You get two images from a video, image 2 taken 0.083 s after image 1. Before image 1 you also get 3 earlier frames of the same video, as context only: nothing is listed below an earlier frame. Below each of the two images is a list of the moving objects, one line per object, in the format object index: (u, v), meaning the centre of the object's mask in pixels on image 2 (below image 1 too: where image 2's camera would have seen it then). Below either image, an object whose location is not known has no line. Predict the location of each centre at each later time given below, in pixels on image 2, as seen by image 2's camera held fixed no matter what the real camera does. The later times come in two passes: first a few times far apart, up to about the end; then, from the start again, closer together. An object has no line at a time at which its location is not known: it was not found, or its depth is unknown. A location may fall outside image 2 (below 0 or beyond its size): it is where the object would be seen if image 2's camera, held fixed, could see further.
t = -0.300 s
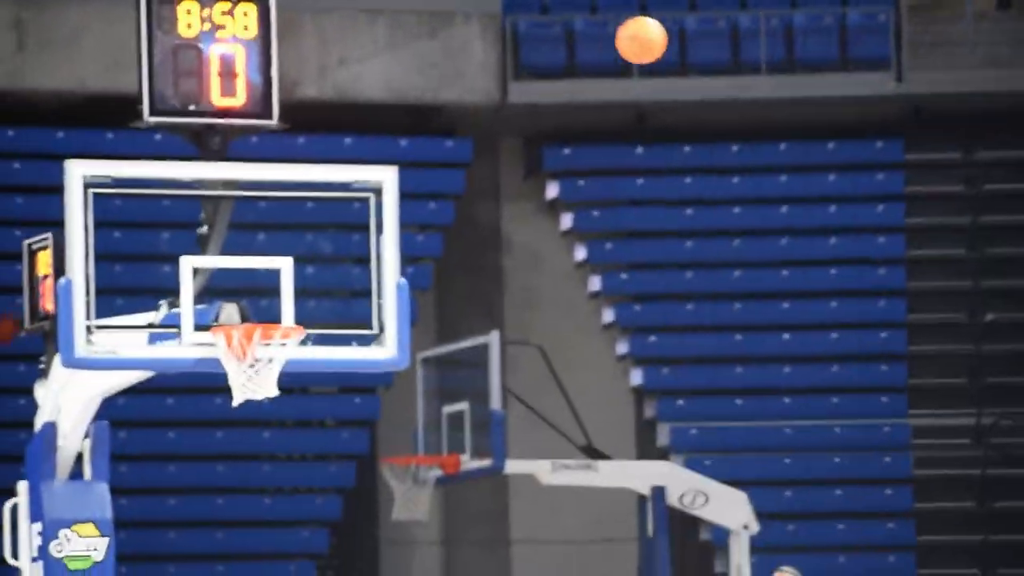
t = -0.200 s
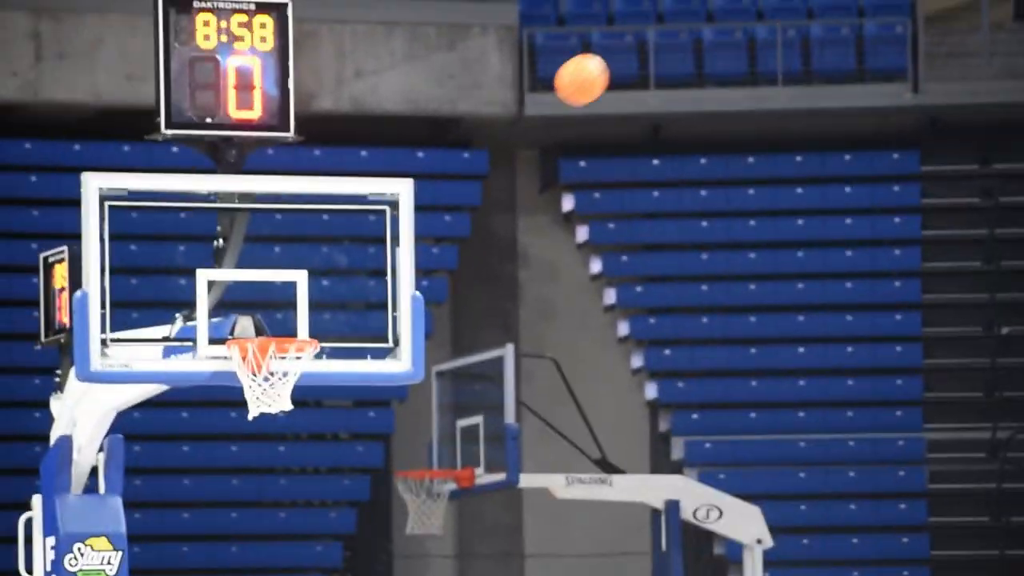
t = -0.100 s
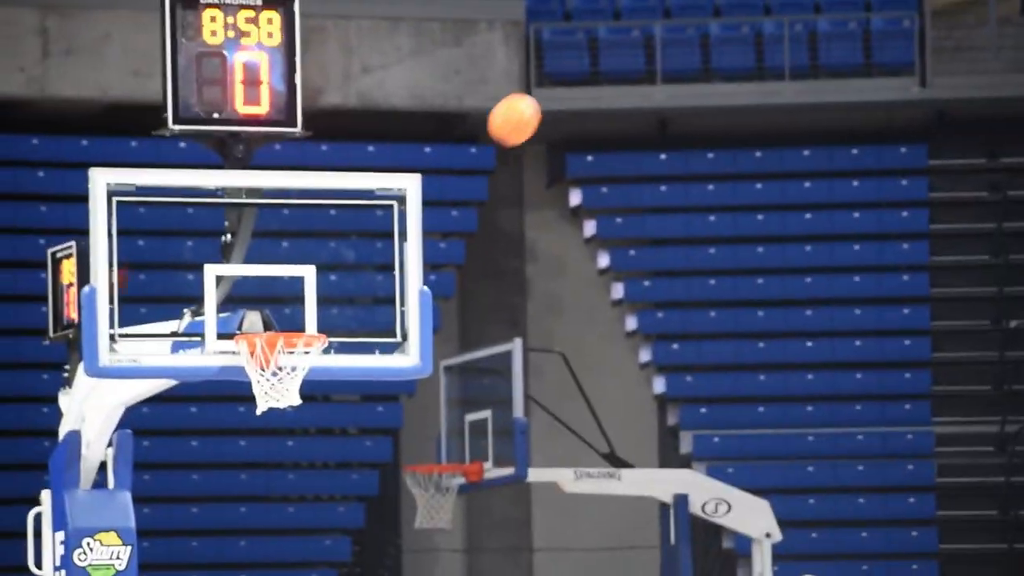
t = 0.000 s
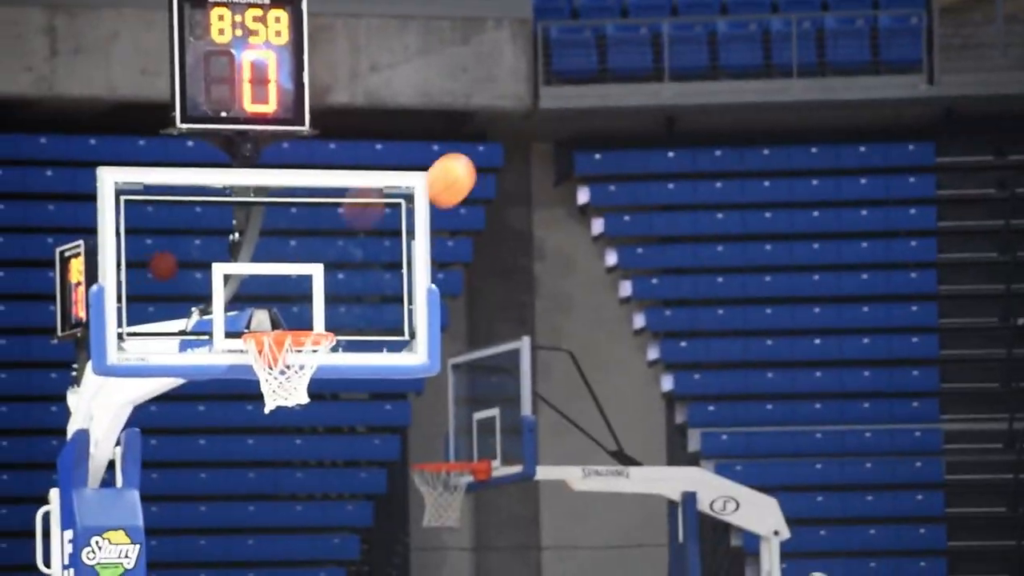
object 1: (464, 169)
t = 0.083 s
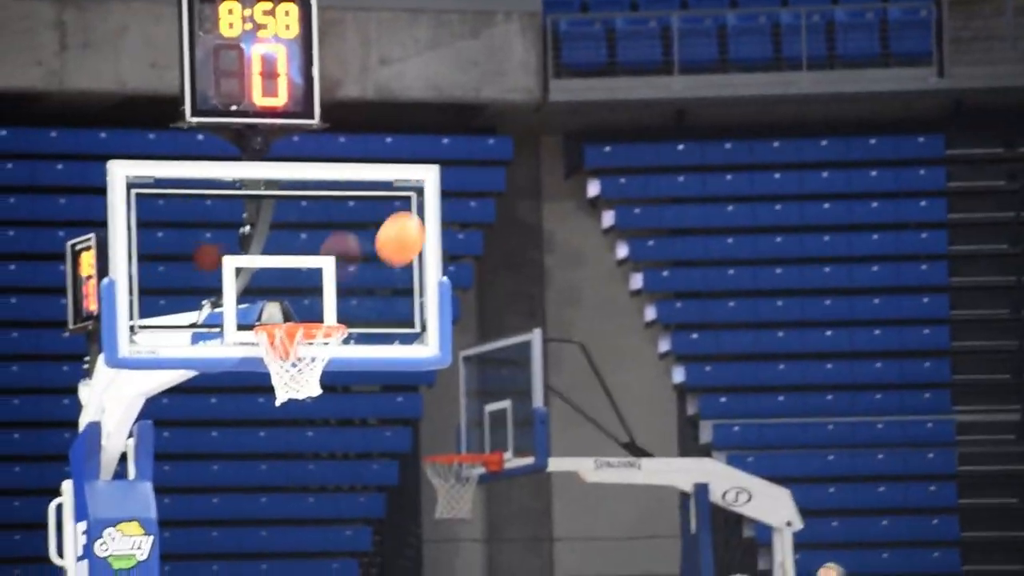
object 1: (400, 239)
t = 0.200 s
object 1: (353, 298)
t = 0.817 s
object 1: (479, 300)
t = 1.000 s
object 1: (521, 430)
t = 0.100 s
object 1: (389, 255)
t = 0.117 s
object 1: (378, 271)
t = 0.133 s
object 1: (368, 286)
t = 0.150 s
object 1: (359, 301)
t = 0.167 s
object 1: (350, 312)
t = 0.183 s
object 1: (351, 305)
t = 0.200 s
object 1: (353, 298)
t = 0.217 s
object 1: (354, 290)
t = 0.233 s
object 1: (356, 283)
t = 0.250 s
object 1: (358, 276)
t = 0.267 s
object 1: (360, 270)
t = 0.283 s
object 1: (361, 264)
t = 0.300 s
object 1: (363, 259)
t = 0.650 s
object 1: (440, 239)
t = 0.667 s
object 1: (444, 242)
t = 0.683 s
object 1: (448, 246)
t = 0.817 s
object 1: (479, 300)
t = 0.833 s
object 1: (482, 309)
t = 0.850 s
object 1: (486, 318)
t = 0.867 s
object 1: (489, 328)
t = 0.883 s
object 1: (493, 339)
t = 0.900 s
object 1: (497, 350)
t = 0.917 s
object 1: (501, 362)
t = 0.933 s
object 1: (505, 375)
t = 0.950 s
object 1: (509, 387)
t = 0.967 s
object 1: (514, 402)
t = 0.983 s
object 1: (517, 416)
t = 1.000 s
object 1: (521, 430)
